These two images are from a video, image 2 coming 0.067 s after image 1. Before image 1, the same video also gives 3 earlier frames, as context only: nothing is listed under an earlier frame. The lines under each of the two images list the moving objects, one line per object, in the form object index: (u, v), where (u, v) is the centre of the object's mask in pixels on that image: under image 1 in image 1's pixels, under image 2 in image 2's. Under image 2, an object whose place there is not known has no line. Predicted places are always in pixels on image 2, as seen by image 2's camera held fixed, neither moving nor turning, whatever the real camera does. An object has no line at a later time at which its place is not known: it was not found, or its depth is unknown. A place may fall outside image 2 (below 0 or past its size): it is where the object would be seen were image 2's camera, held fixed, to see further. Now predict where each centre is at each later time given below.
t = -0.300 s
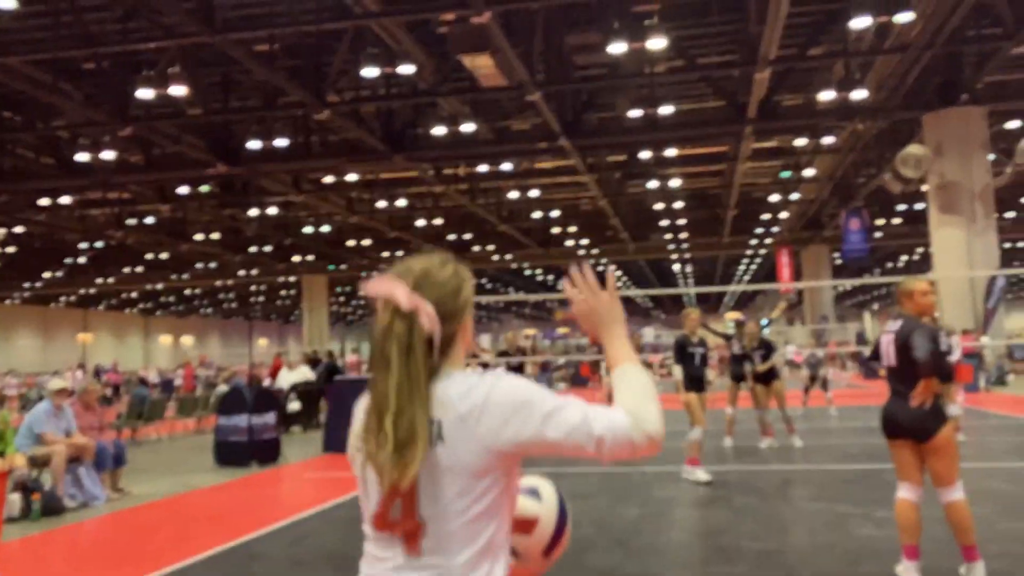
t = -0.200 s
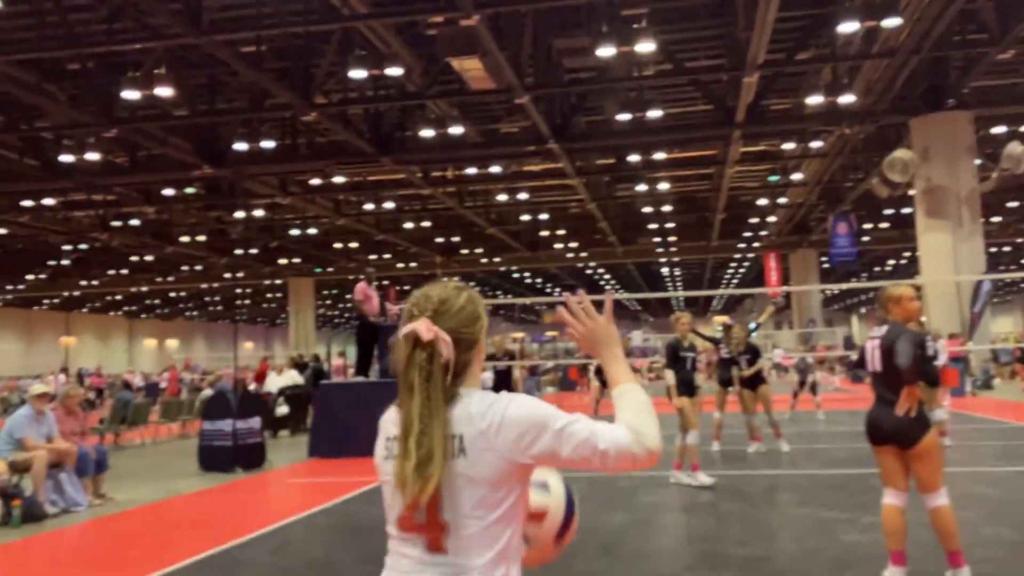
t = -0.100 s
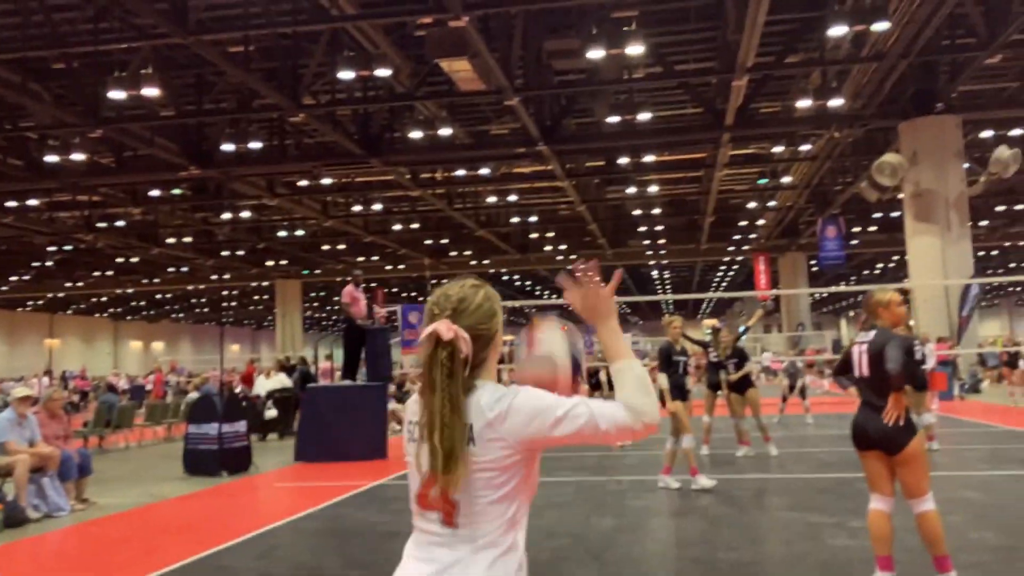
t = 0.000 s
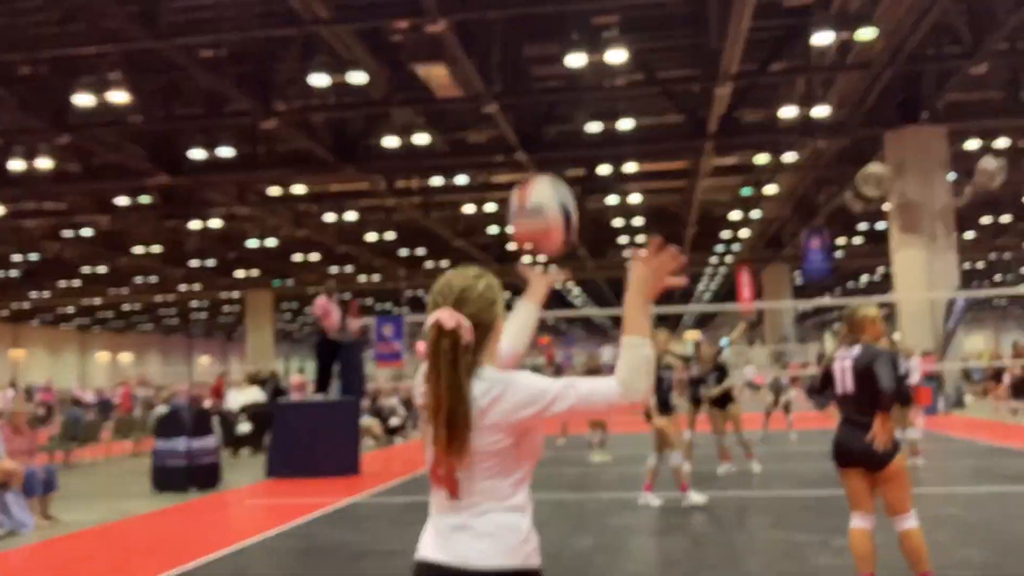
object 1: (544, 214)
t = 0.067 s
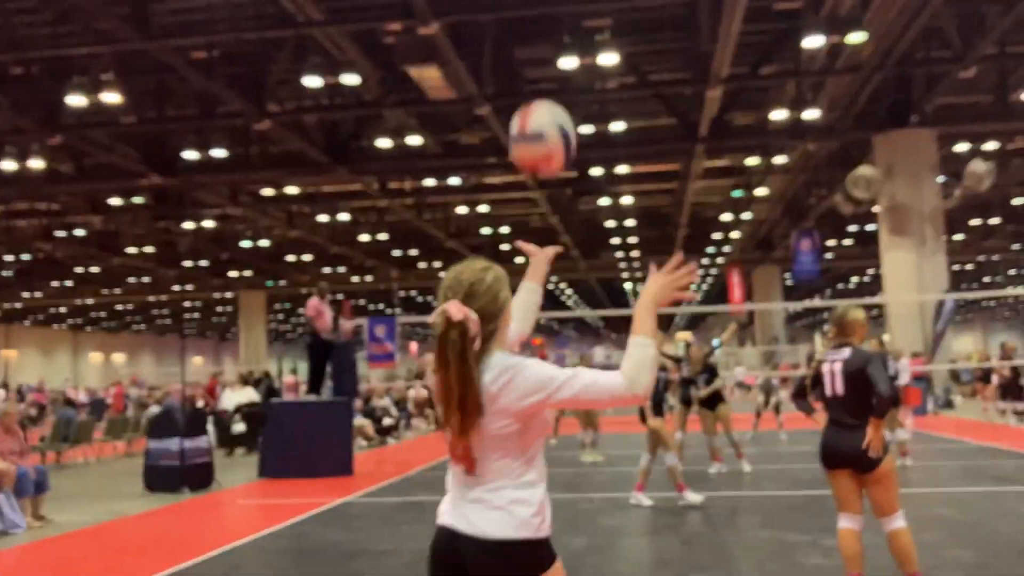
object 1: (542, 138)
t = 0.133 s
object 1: (547, 78)
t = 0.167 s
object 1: (555, 52)
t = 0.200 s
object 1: (559, 33)
